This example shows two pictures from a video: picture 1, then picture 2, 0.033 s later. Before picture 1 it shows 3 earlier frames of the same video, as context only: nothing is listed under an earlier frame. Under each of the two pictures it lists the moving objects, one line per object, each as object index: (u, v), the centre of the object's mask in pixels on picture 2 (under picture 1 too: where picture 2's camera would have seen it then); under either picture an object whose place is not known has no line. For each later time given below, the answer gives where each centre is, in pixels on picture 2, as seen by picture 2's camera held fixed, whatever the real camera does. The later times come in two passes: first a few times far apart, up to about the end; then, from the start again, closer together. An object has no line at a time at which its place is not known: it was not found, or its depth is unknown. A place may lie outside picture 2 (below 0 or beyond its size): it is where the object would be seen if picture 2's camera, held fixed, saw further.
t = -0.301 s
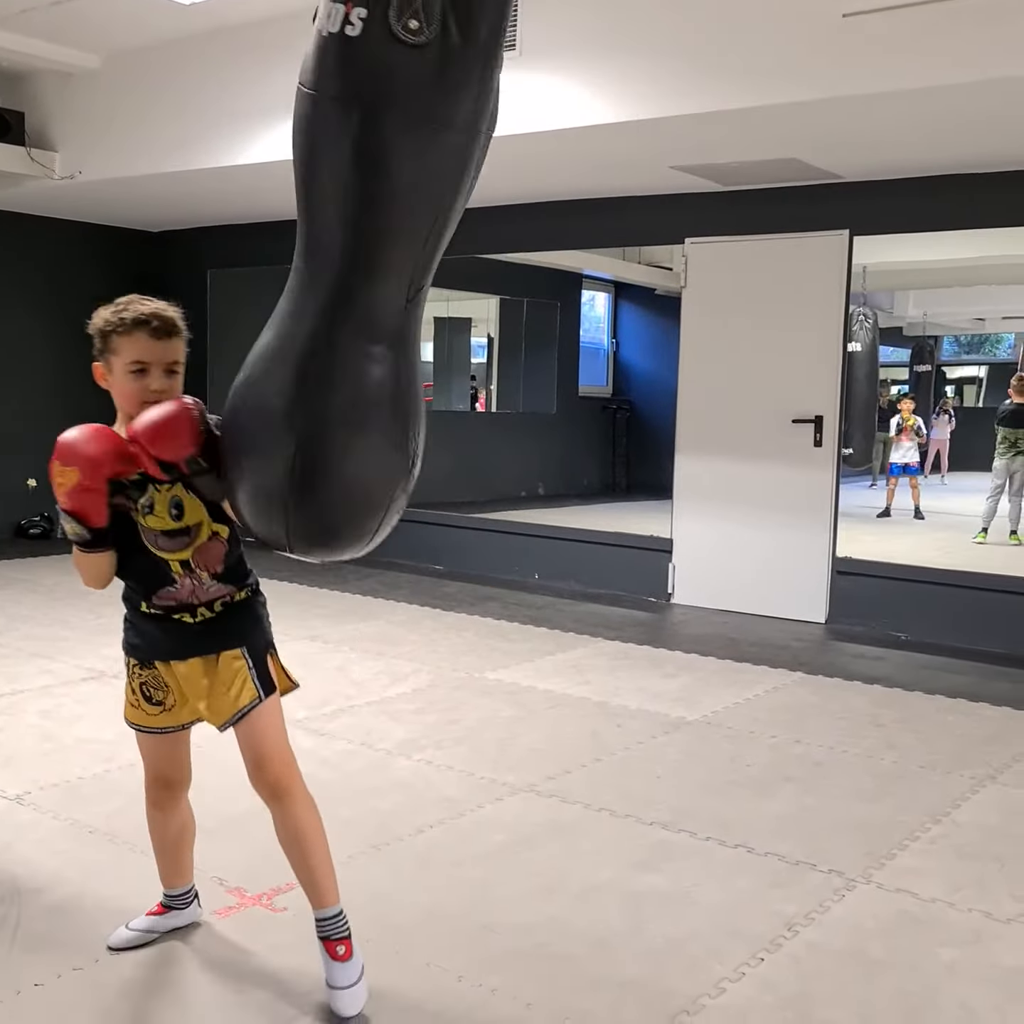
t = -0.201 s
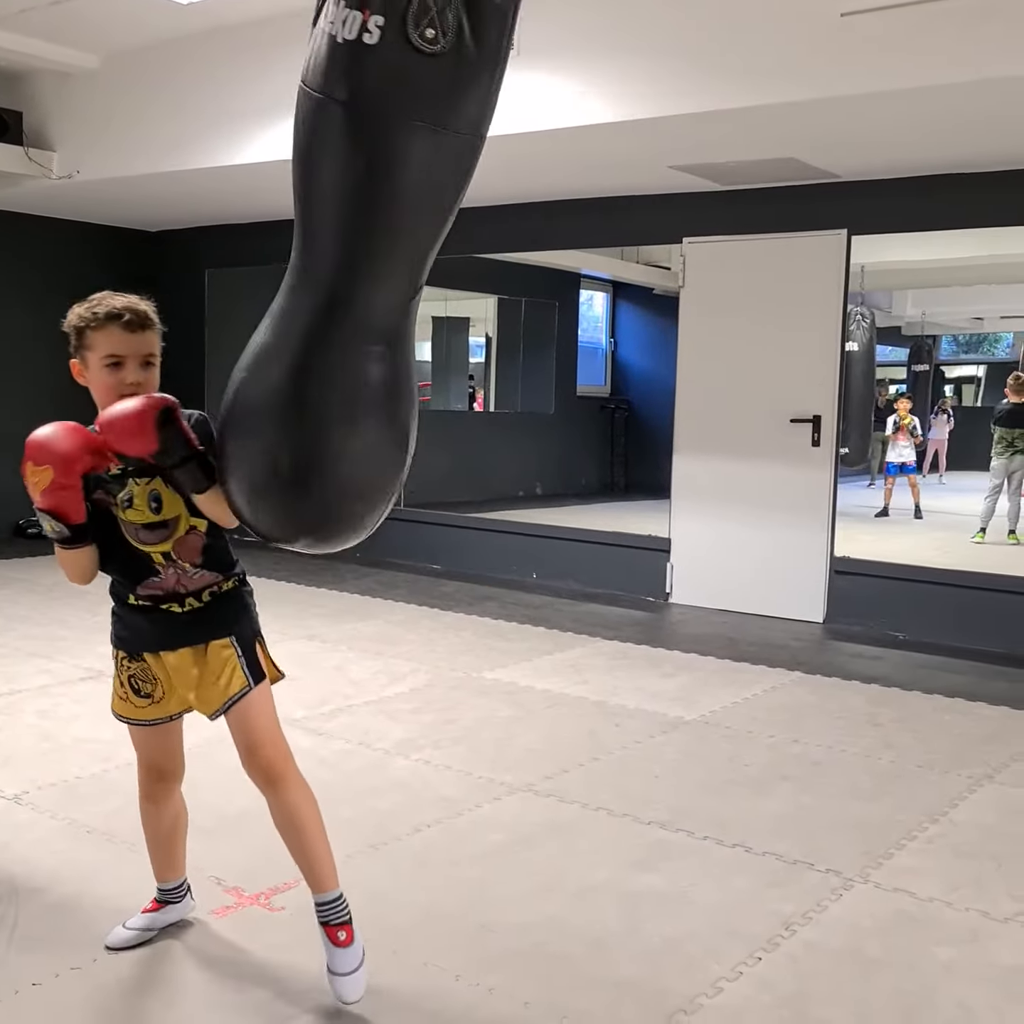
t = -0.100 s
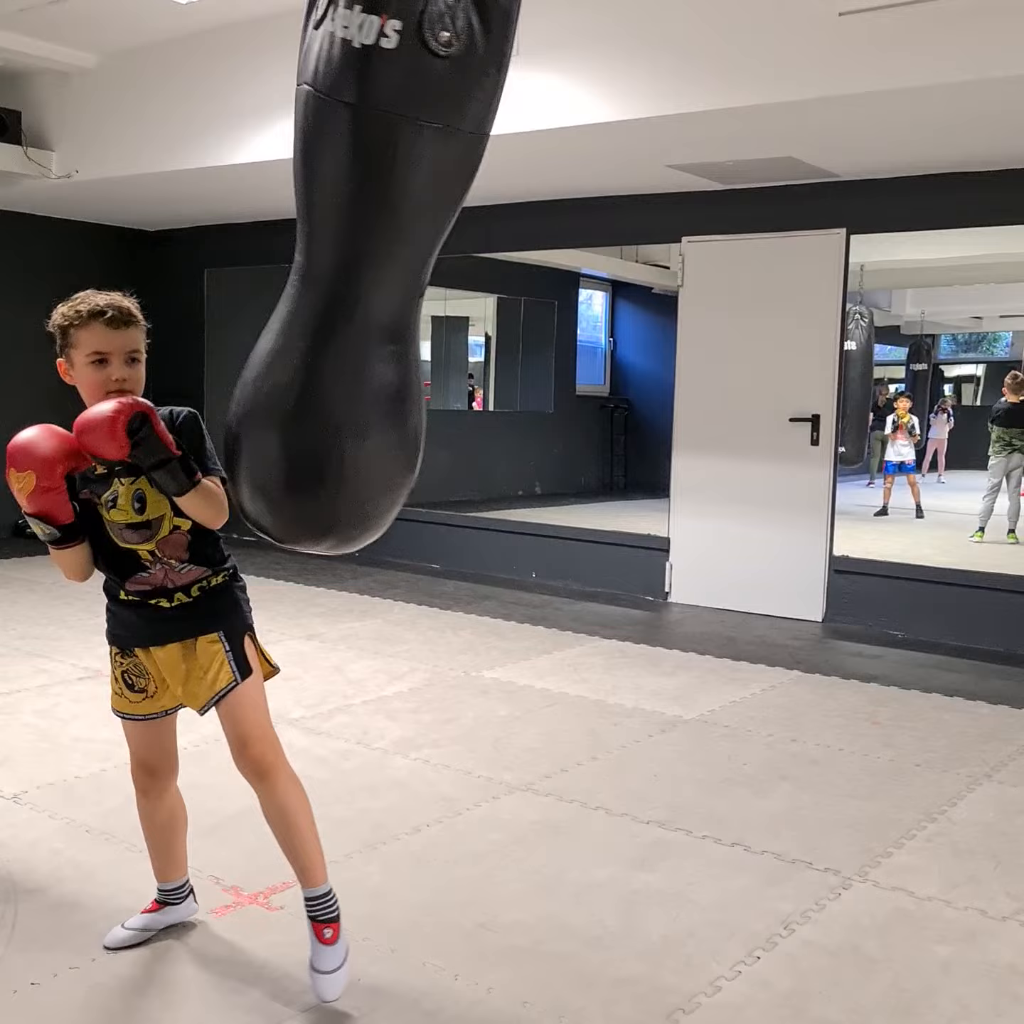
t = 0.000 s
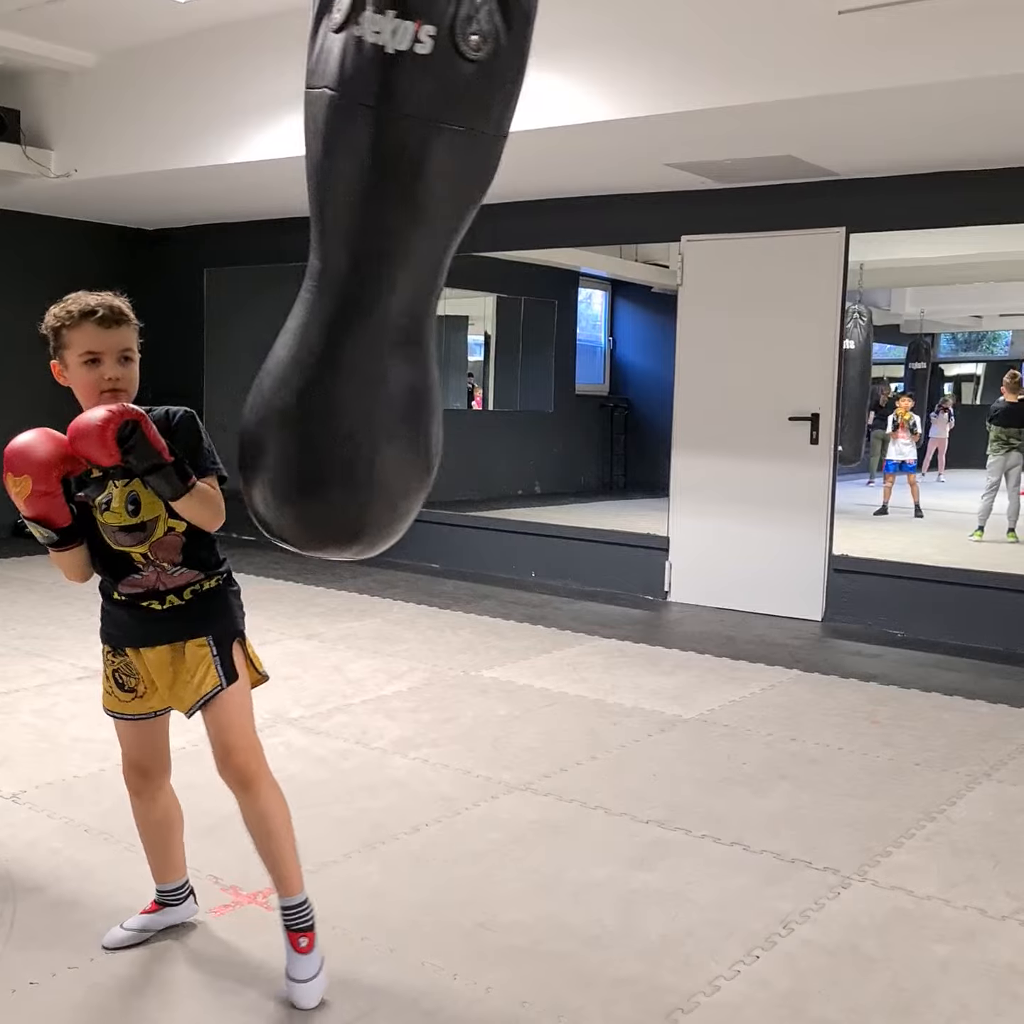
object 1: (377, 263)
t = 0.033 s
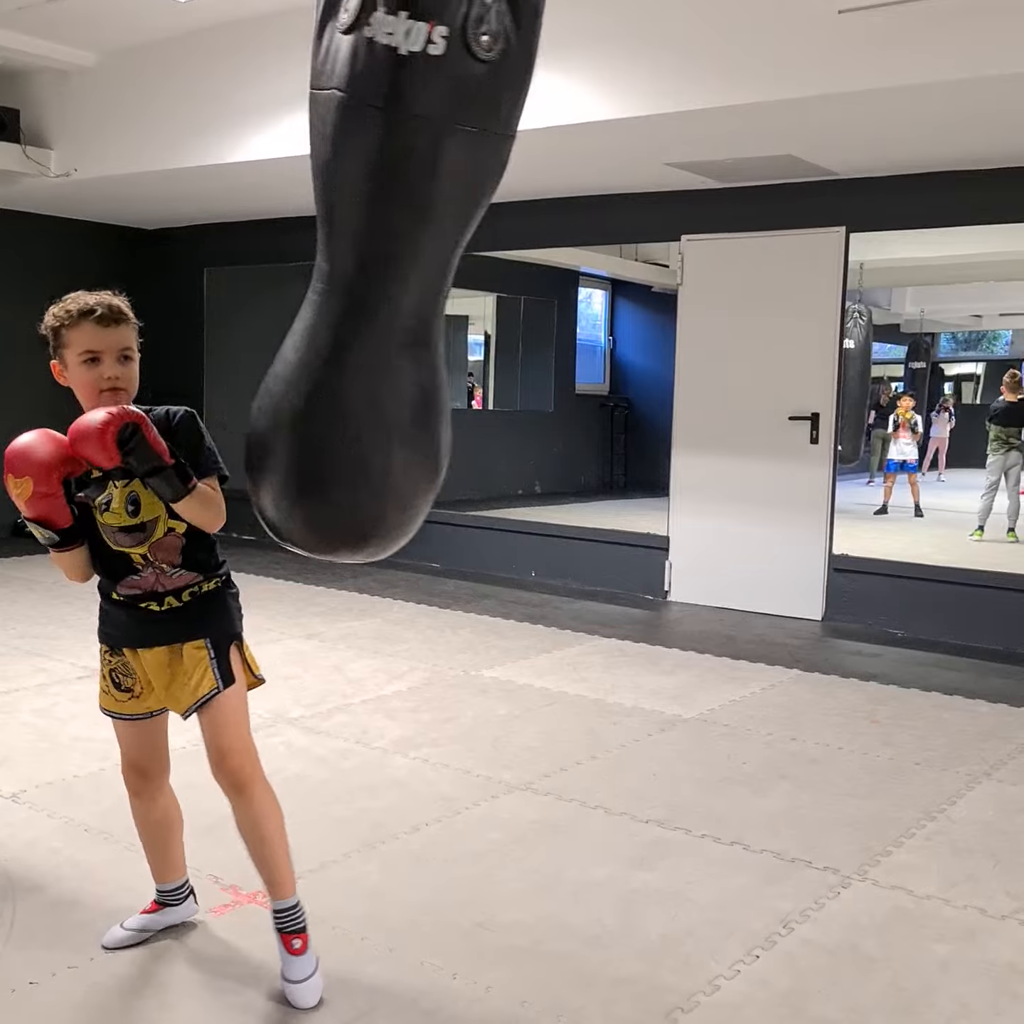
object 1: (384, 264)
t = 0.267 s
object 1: (452, 288)
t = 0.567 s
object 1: (568, 311)
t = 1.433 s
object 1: (477, 309)
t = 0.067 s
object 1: (392, 265)
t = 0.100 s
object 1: (400, 267)
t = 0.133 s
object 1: (408, 270)
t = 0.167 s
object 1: (418, 274)
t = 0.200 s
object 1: (428, 278)
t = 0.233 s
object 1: (440, 284)
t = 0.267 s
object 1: (452, 288)
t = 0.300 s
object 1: (464, 291)
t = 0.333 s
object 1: (477, 293)
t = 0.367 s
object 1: (489, 296)
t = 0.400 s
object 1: (502, 298)
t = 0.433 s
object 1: (514, 299)
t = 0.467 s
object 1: (528, 302)
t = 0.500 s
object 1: (541, 306)
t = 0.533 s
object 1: (554, 308)
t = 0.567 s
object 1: (568, 311)
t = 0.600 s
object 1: (580, 315)
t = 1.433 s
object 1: (477, 309)
